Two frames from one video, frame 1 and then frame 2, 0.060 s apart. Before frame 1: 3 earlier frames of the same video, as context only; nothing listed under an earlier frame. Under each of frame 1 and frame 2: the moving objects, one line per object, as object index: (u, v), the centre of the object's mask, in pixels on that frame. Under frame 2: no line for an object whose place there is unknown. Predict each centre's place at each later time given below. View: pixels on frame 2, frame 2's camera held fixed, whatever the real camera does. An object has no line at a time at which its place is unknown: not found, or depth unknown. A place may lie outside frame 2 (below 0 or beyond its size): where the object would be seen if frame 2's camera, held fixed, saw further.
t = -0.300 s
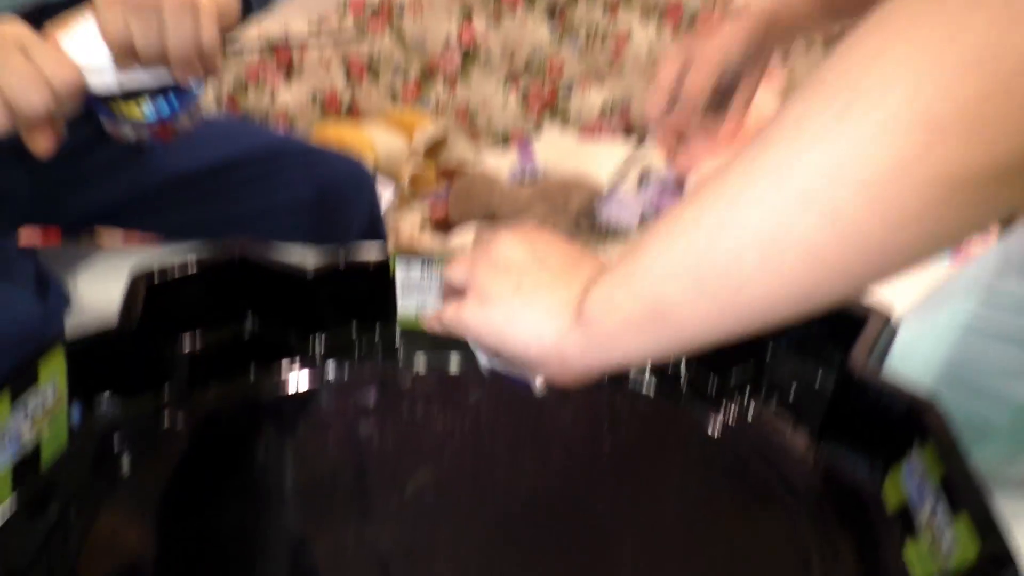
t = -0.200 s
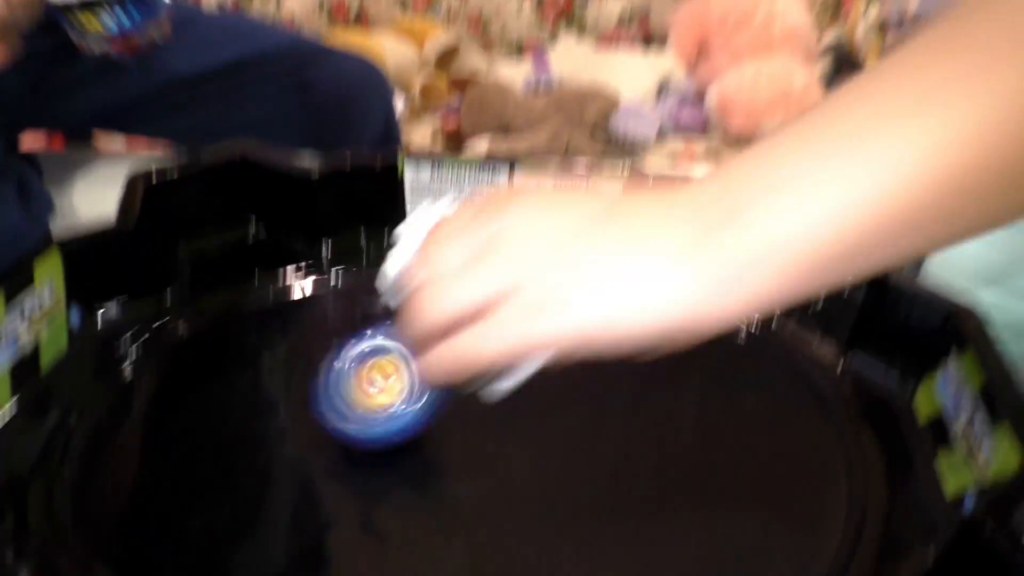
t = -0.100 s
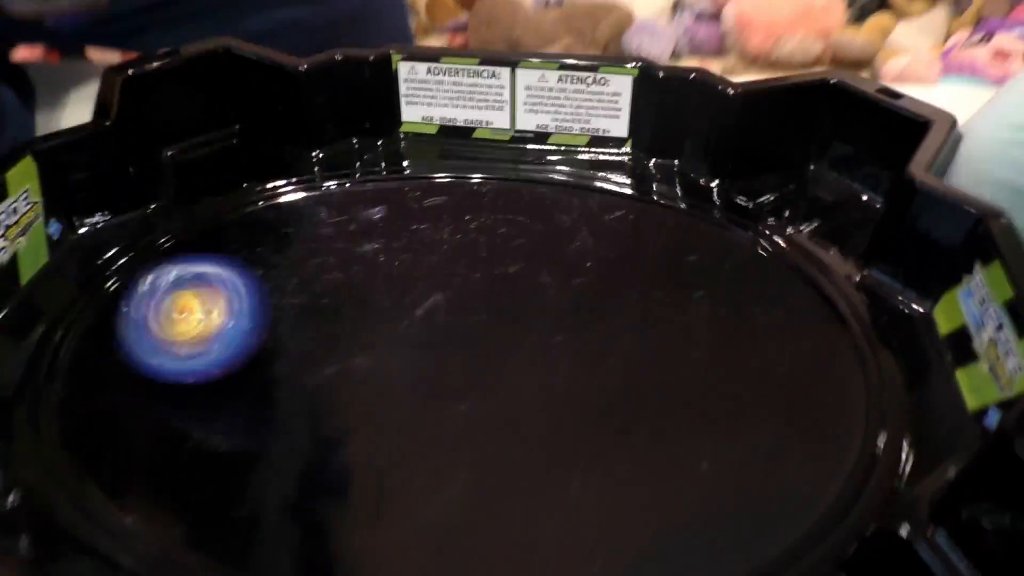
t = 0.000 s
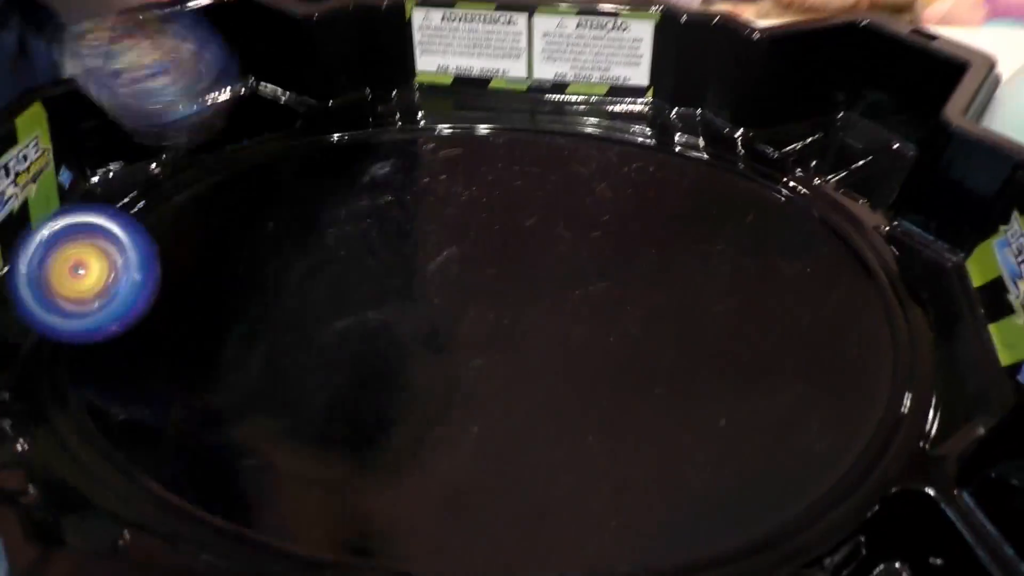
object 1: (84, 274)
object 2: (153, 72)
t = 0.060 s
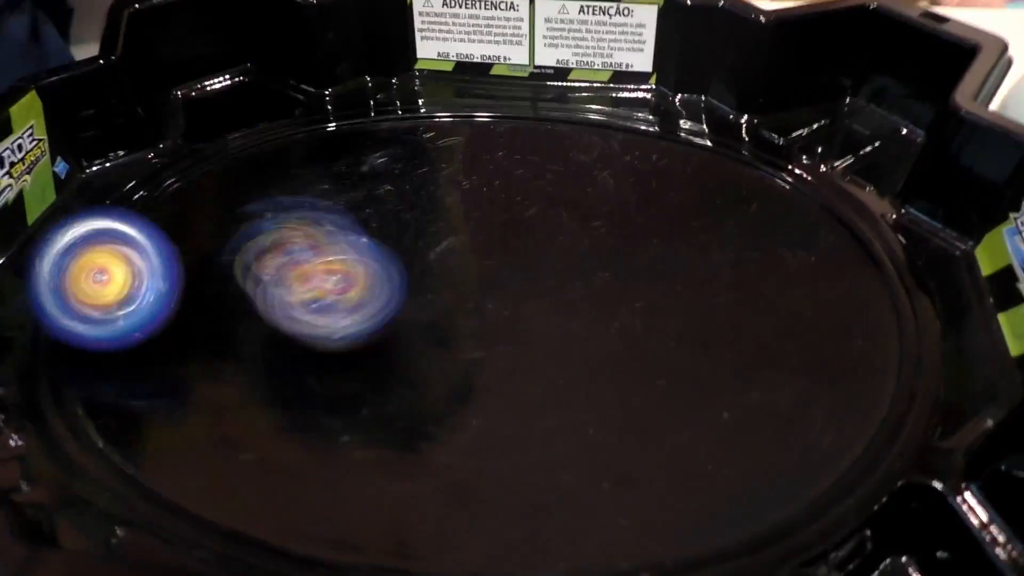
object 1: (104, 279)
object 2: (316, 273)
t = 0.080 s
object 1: (124, 281)
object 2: (366, 283)
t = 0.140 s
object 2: (527, 271)
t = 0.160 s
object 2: (596, 286)
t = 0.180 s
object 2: (667, 312)
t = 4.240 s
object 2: (425, 129)
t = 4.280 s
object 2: (380, 137)
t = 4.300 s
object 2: (359, 142)
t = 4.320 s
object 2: (339, 148)
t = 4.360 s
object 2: (296, 164)
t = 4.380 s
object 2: (276, 173)
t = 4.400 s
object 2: (255, 186)
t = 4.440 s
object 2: (219, 210)
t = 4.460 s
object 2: (203, 224)
